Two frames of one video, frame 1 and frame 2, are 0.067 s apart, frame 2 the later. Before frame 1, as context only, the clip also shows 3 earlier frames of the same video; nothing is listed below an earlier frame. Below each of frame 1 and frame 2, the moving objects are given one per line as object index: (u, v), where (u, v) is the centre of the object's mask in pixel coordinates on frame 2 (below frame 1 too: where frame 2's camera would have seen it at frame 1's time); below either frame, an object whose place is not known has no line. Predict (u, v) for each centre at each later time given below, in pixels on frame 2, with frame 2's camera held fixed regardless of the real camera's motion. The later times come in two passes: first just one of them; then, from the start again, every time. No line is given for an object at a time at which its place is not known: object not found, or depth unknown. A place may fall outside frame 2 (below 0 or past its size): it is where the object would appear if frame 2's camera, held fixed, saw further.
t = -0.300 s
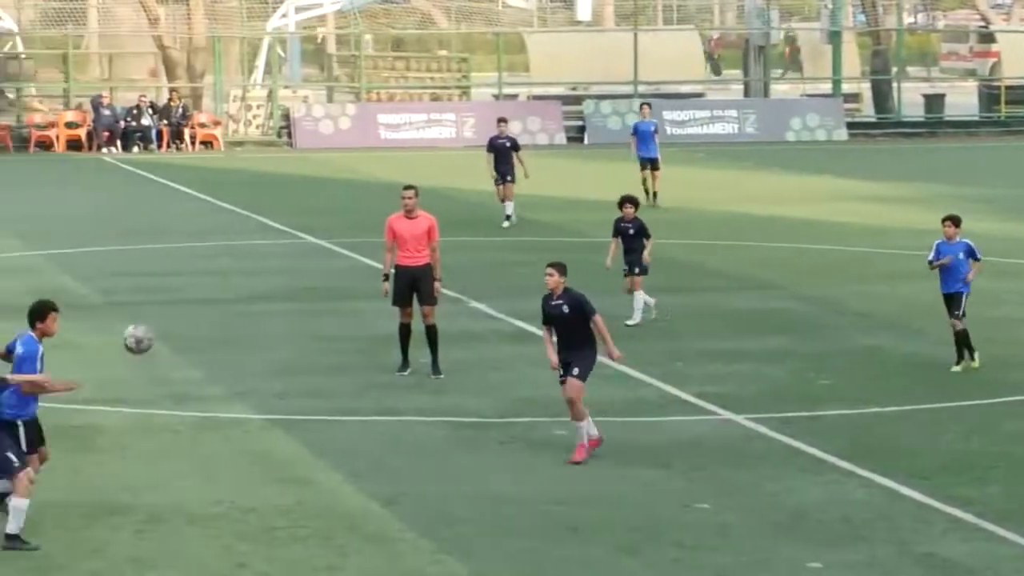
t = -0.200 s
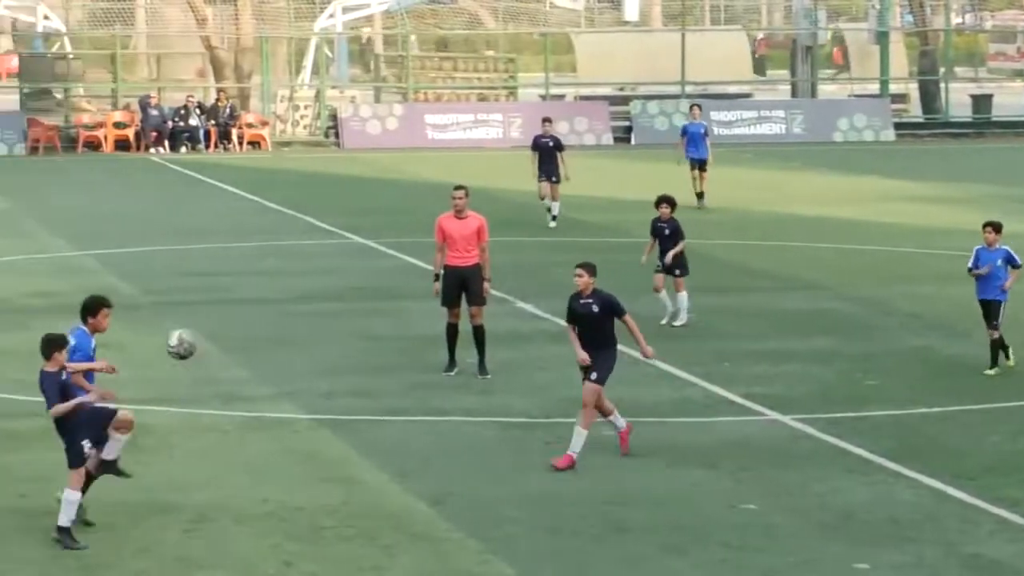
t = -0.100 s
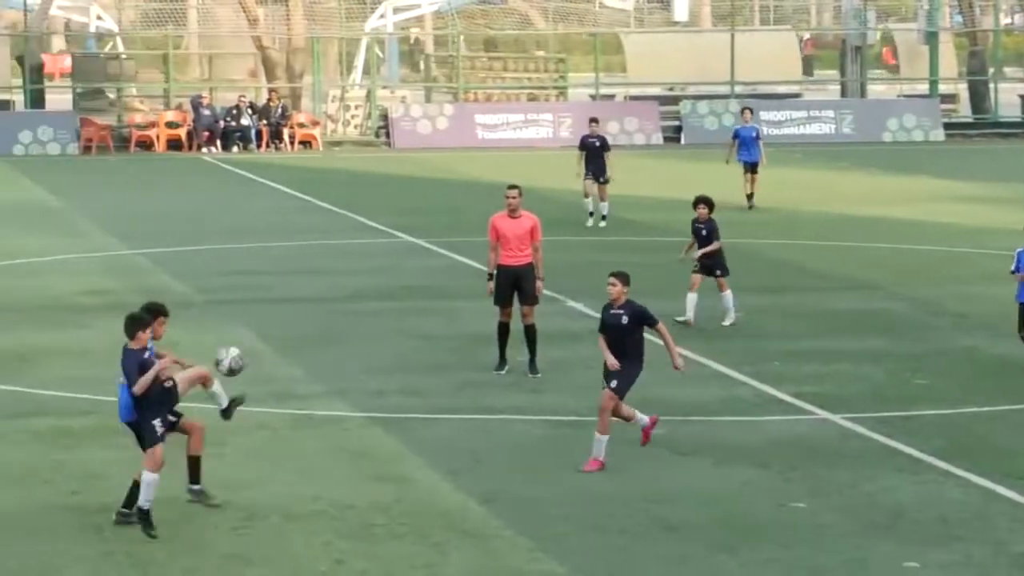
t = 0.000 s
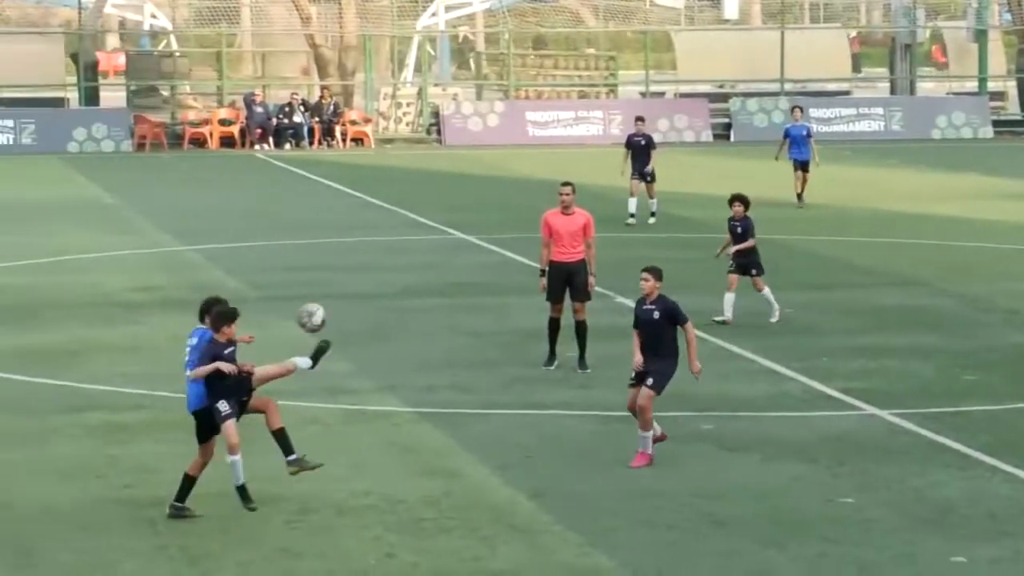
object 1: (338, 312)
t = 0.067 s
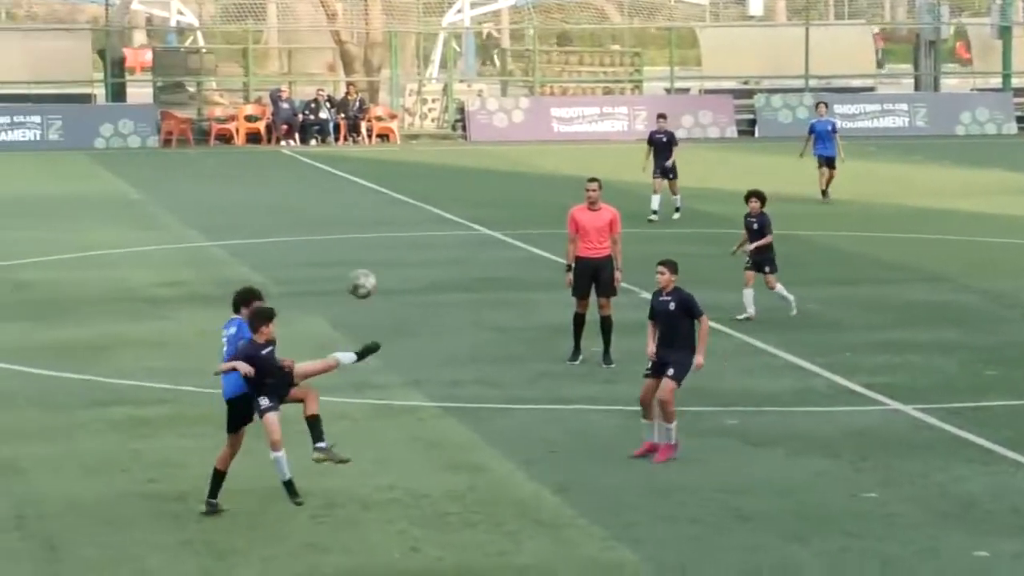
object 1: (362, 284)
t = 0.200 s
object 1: (414, 237)
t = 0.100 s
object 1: (376, 267)
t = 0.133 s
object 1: (392, 254)
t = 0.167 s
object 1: (401, 249)
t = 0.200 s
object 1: (414, 237)
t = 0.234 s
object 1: (429, 228)
